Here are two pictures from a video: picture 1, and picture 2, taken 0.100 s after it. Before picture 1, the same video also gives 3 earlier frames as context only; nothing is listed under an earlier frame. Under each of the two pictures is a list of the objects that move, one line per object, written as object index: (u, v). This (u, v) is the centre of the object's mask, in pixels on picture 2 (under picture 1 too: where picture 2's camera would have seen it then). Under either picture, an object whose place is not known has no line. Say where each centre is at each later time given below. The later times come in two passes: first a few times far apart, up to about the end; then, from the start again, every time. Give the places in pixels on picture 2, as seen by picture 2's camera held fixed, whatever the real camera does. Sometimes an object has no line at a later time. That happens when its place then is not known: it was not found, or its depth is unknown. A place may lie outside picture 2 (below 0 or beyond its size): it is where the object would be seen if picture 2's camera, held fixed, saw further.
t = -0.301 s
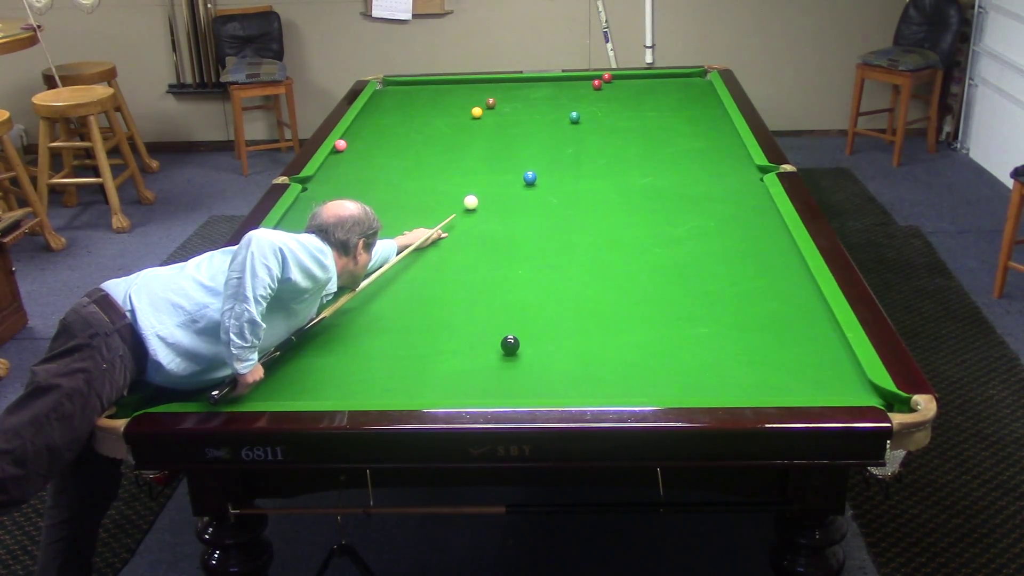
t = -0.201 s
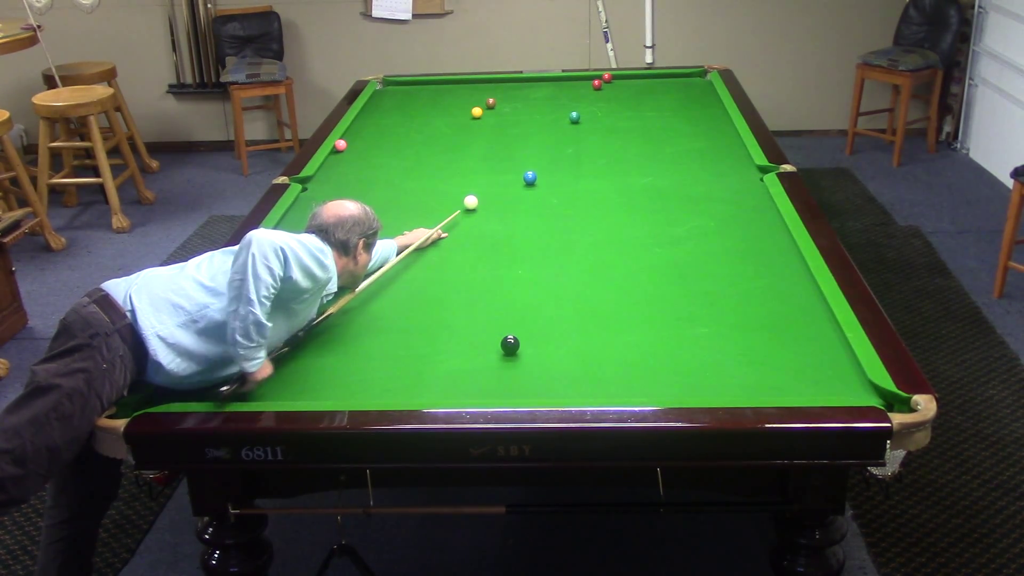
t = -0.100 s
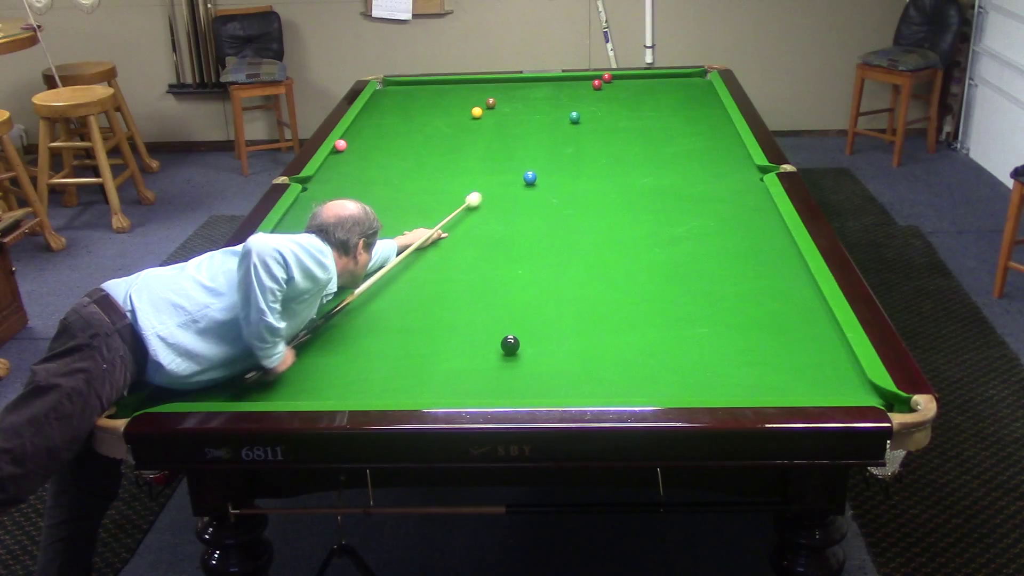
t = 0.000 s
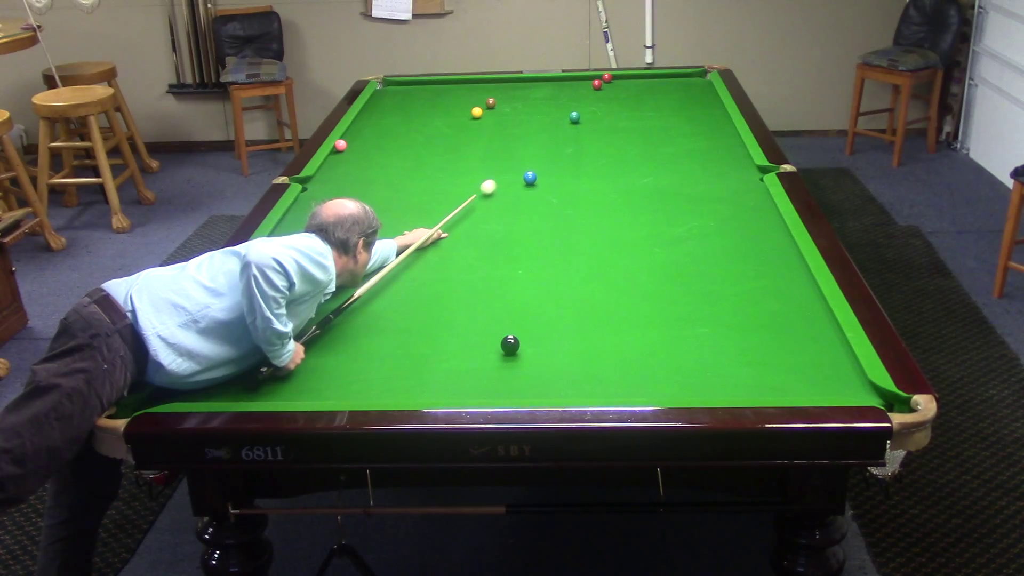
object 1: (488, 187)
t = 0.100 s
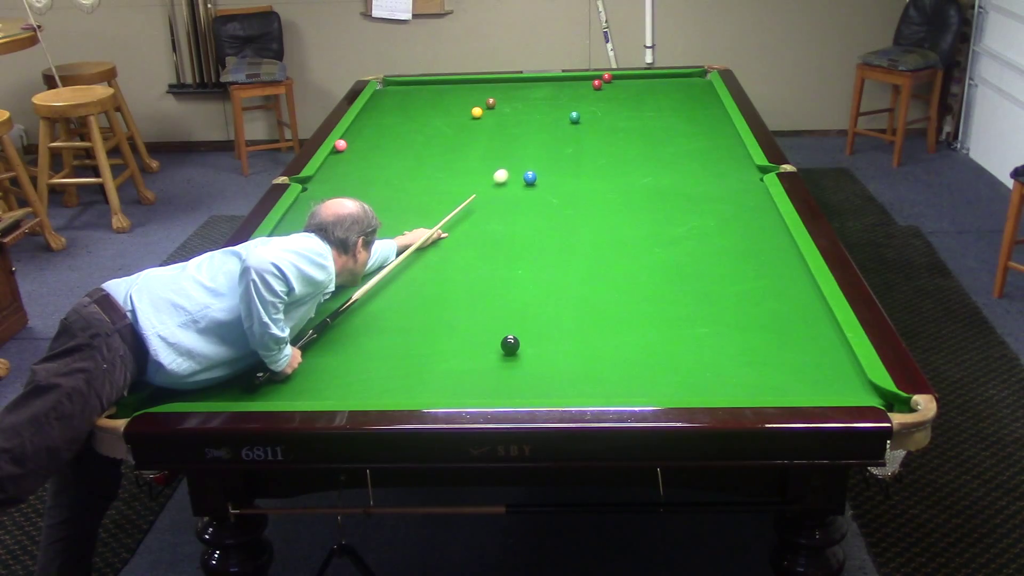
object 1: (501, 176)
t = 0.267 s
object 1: (520, 159)
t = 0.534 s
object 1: (547, 136)
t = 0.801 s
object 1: (563, 118)
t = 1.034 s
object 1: (553, 111)
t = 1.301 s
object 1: (543, 103)
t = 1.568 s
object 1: (534, 97)
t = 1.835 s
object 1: (525, 90)
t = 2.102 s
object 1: (518, 85)
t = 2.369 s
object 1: (511, 80)
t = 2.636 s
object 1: (505, 83)
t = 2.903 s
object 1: (500, 86)
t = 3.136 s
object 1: (495, 89)
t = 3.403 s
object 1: (490, 92)
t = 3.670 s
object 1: (485, 95)
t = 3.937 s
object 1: (481, 97)
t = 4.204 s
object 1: (477, 99)
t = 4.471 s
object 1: (474, 101)
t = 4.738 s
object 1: (471, 103)
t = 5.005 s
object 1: (469, 104)
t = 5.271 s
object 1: (468, 105)
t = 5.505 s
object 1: (467, 106)
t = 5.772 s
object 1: (466, 106)
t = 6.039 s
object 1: (465, 106)
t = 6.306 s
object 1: (465, 106)
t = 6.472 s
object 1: (465, 106)
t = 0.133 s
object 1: (505, 172)
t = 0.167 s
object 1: (509, 169)
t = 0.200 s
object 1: (512, 166)
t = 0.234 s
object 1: (516, 163)
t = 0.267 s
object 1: (520, 159)
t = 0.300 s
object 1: (523, 156)
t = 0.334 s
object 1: (527, 153)
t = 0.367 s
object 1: (530, 150)
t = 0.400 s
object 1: (534, 147)
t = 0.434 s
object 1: (537, 144)
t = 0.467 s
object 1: (540, 142)
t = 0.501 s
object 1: (544, 139)
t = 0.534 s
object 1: (547, 136)
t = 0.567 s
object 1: (550, 134)
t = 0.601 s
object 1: (553, 131)
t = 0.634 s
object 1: (556, 128)
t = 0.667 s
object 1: (559, 126)
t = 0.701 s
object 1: (561, 123)
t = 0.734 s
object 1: (564, 121)
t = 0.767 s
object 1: (566, 119)
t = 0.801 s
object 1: (563, 118)
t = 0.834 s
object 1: (561, 117)
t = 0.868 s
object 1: (560, 116)
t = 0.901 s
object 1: (558, 115)
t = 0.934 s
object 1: (557, 114)
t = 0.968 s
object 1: (555, 113)
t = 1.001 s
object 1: (554, 112)
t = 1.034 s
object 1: (553, 111)
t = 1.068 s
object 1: (552, 110)
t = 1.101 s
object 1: (550, 109)
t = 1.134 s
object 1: (549, 108)
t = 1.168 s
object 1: (548, 107)
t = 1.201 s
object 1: (546, 106)
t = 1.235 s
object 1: (545, 105)
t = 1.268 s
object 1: (544, 104)
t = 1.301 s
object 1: (543, 103)
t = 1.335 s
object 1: (542, 103)
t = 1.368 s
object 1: (540, 102)
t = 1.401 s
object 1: (539, 101)
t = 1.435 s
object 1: (538, 100)
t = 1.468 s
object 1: (537, 99)
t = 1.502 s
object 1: (536, 98)
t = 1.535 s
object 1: (535, 98)
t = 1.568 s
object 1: (534, 97)
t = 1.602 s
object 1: (533, 96)
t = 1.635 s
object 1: (532, 95)
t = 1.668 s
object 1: (531, 94)
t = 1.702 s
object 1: (530, 93)
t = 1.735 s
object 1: (529, 93)
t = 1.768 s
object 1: (527, 92)
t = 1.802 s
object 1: (527, 91)
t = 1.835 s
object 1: (525, 90)
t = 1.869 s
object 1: (524, 90)
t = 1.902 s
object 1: (524, 89)
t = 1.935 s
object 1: (523, 88)
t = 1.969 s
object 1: (522, 88)
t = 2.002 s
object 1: (521, 87)
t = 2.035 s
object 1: (520, 86)
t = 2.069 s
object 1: (519, 85)
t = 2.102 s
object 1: (518, 85)
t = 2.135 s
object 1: (517, 84)
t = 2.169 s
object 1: (516, 83)
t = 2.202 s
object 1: (515, 83)
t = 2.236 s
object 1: (515, 82)
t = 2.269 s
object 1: (514, 82)
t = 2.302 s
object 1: (513, 81)
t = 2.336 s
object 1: (512, 80)
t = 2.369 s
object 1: (511, 80)
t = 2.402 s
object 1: (510, 79)
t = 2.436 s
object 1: (509, 80)
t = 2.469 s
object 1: (509, 80)
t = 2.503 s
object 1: (508, 81)
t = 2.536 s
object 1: (507, 81)
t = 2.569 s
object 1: (506, 82)
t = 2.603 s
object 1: (506, 82)
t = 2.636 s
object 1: (505, 83)
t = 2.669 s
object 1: (504, 83)
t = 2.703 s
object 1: (504, 83)
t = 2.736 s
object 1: (503, 84)
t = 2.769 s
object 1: (502, 84)
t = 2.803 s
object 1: (501, 85)
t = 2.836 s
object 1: (501, 85)
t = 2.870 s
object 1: (500, 86)
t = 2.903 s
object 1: (500, 86)
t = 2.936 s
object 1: (499, 86)
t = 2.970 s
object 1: (498, 87)
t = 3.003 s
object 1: (498, 87)
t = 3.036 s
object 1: (497, 88)
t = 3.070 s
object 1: (496, 88)
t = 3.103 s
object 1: (496, 88)
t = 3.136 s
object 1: (495, 89)
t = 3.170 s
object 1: (494, 89)
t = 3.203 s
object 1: (494, 90)
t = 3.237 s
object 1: (493, 90)
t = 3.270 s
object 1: (492, 90)
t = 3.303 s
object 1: (492, 91)
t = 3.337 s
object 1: (491, 91)
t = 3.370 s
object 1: (490, 91)
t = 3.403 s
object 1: (490, 92)
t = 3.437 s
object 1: (489, 92)
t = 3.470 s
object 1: (489, 92)
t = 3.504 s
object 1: (488, 93)
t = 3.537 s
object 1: (487, 93)
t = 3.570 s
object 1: (487, 93)
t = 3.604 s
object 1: (486, 94)
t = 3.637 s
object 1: (486, 94)
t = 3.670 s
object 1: (485, 95)
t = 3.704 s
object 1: (484, 95)
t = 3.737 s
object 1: (484, 95)
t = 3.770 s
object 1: (483, 95)
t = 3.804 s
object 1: (483, 96)
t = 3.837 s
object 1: (482, 96)
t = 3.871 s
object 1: (482, 96)
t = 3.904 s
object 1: (481, 97)
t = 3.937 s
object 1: (481, 97)
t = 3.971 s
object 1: (480, 97)
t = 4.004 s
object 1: (480, 97)
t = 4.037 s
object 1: (480, 98)
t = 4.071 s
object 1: (479, 98)
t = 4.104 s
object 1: (479, 98)
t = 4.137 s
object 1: (478, 99)
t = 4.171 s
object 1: (478, 99)
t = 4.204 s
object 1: (477, 99)
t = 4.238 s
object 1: (477, 99)
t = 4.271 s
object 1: (477, 100)
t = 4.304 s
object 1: (476, 100)
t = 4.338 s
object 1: (476, 100)
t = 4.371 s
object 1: (475, 100)
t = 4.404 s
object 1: (475, 101)
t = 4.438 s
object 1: (475, 101)
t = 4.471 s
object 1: (474, 101)
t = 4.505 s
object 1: (474, 101)
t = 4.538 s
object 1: (473, 101)
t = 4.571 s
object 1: (473, 102)
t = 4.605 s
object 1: (473, 102)
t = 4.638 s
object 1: (472, 102)
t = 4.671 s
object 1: (472, 102)
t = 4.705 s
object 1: (472, 102)
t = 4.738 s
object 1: (471, 103)
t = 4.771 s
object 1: (471, 103)
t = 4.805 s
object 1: (471, 103)
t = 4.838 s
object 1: (471, 103)
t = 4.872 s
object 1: (470, 103)
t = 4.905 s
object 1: (470, 103)
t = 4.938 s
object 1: (470, 104)
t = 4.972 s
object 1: (470, 104)
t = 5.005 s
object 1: (469, 104)
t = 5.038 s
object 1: (469, 104)
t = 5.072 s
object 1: (469, 104)
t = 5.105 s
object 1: (469, 104)
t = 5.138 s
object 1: (469, 104)
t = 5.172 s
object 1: (468, 105)
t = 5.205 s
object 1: (468, 105)
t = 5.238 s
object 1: (468, 105)
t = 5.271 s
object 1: (468, 105)
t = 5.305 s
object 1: (468, 105)
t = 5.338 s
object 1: (467, 105)
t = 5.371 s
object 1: (467, 105)
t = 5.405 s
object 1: (467, 105)
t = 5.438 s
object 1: (467, 105)
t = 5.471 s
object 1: (467, 105)
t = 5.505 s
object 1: (467, 106)
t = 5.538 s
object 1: (467, 106)
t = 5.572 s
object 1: (466, 106)
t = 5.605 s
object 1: (466, 106)
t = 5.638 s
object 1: (466, 106)
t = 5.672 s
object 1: (466, 106)
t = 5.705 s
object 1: (466, 106)
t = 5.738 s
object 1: (466, 106)
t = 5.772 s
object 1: (466, 106)
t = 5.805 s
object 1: (466, 106)
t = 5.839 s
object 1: (466, 106)
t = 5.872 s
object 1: (465, 106)
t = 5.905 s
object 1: (465, 106)
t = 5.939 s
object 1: (465, 106)
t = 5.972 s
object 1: (465, 106)
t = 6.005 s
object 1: (465, 106)
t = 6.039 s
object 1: (465, 106)
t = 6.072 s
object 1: (465, 106)
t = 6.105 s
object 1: (465, 106)
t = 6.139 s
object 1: (465, 106)
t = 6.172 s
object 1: (465, 106)
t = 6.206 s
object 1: (465, 106)
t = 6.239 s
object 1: (465, 106)
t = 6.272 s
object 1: (465, 106)
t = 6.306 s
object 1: (465, 106)
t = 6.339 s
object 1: (465, 106)
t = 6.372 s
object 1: (465, 106)
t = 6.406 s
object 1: (465, 106)
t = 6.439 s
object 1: (465, 106)
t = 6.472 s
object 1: (465, 106)
